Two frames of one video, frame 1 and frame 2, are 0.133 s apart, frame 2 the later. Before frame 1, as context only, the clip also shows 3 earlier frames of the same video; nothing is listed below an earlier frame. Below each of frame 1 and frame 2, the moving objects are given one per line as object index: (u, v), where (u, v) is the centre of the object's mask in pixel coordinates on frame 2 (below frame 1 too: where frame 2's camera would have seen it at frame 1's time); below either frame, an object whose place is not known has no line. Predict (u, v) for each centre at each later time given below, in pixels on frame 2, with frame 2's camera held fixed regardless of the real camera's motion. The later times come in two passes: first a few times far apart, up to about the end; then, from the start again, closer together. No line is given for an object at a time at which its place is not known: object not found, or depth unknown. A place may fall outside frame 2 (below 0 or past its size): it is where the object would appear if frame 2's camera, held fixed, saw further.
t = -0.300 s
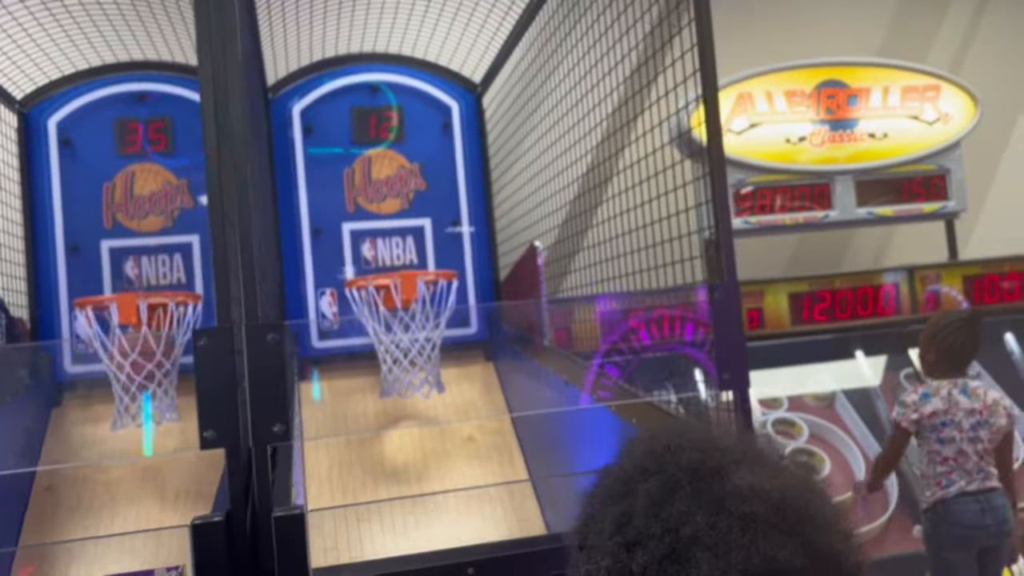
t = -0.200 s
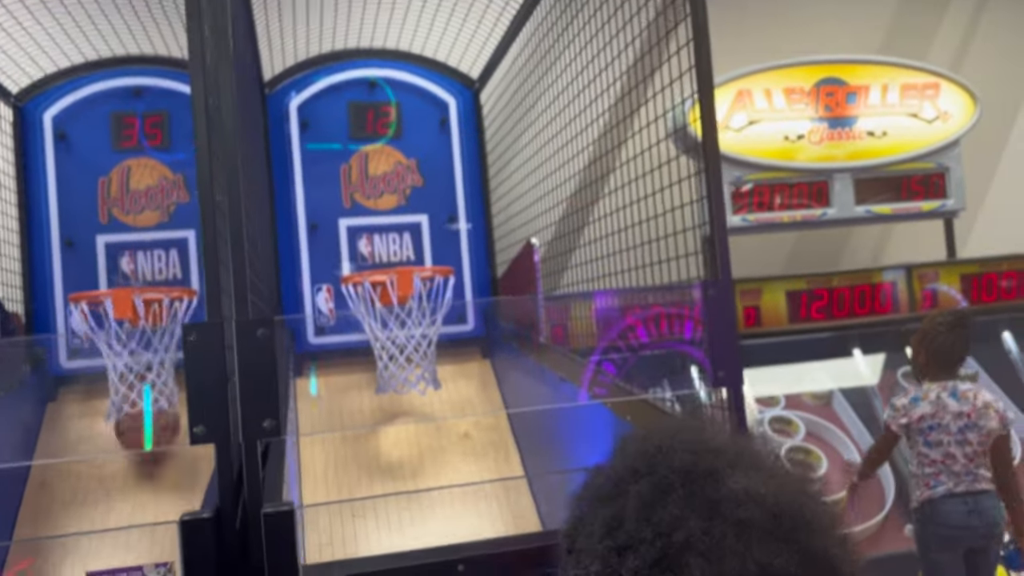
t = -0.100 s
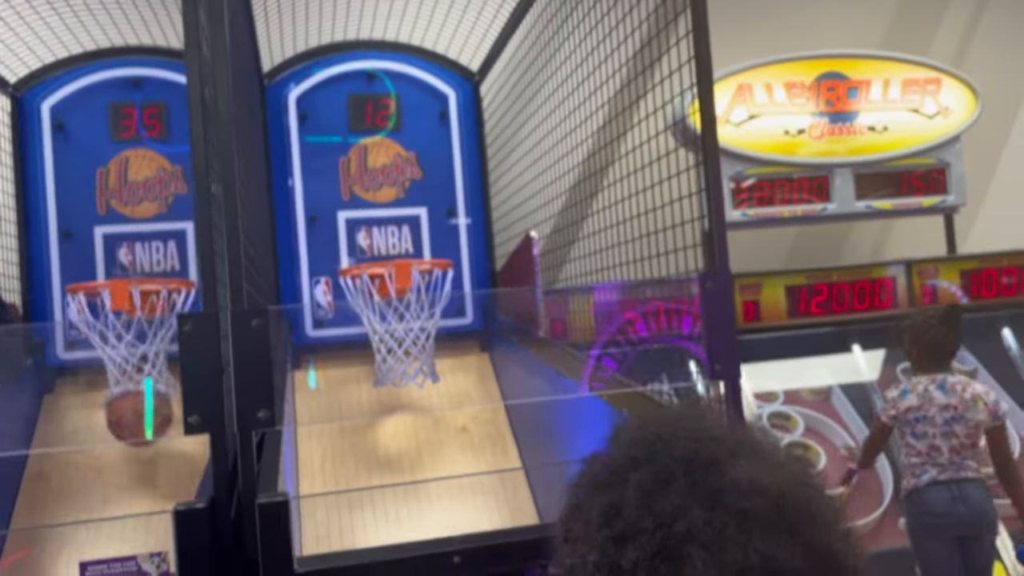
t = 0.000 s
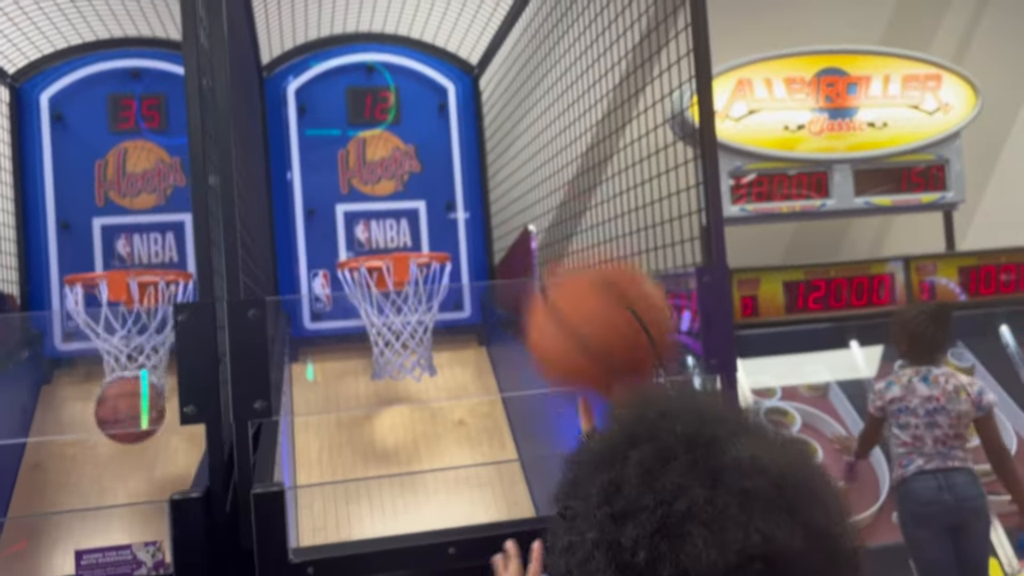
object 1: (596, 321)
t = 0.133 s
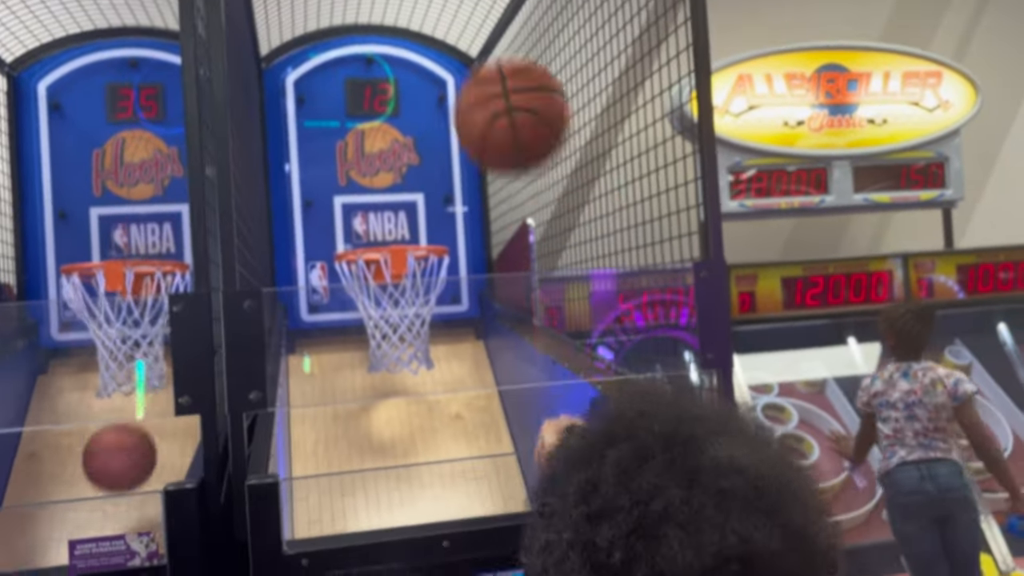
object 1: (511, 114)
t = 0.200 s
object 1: (484, 73)
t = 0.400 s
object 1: (435, 82)
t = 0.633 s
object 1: (411, 230)
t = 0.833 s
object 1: (466, 160)
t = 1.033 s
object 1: (519, 185)
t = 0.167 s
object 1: (497, 90)
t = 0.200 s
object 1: (484, 73)
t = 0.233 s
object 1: (473, 63)
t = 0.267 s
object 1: (463, 58)
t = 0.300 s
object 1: (454, 58)
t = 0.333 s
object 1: (447, 63)
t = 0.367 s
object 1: (440, 71)
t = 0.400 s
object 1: (435, 82)
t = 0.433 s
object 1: (430, 97)
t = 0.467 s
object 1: (425, 114)
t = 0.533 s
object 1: (418, 156)
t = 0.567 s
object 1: (416, 179)
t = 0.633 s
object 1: (411, 230)
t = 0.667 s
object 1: (418, 221)
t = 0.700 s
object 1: (427, 202)
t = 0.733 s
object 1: (436, 188)
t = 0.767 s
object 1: (446, 175)
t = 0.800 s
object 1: (456, 167)
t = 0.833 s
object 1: (466, 160)
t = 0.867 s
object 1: (478, 158)
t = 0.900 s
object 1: (490, 158)
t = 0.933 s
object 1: (502, 163)
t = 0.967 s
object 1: (515, 170)
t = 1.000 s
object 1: (520, 177)
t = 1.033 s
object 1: (519, 185)
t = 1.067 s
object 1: (518, 196)
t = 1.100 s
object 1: (518, 212)
